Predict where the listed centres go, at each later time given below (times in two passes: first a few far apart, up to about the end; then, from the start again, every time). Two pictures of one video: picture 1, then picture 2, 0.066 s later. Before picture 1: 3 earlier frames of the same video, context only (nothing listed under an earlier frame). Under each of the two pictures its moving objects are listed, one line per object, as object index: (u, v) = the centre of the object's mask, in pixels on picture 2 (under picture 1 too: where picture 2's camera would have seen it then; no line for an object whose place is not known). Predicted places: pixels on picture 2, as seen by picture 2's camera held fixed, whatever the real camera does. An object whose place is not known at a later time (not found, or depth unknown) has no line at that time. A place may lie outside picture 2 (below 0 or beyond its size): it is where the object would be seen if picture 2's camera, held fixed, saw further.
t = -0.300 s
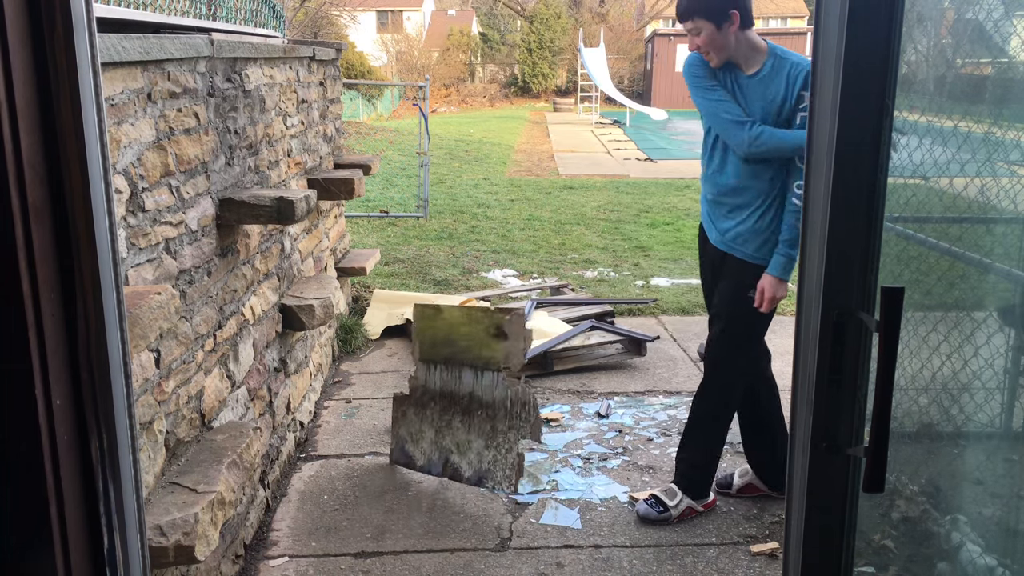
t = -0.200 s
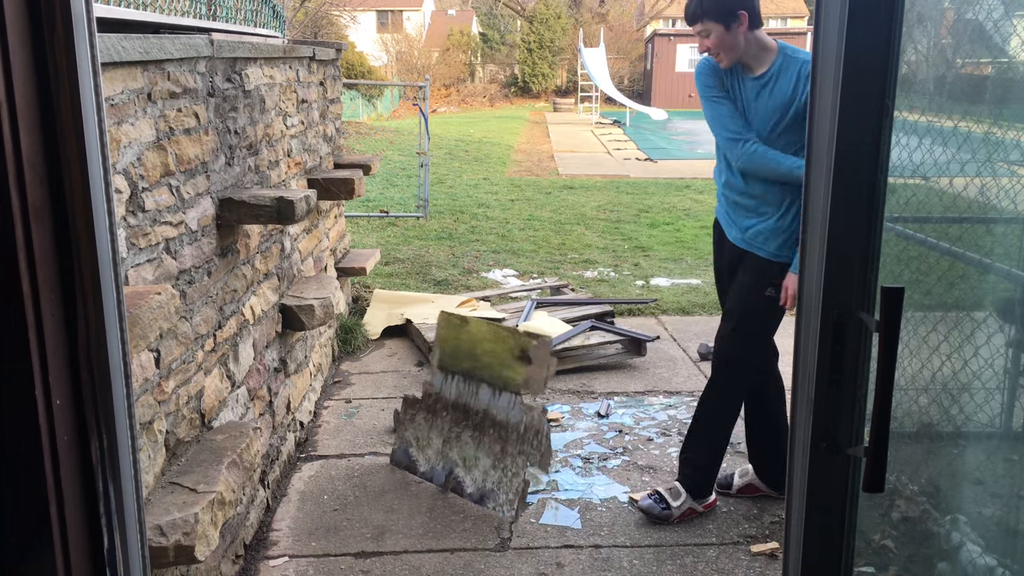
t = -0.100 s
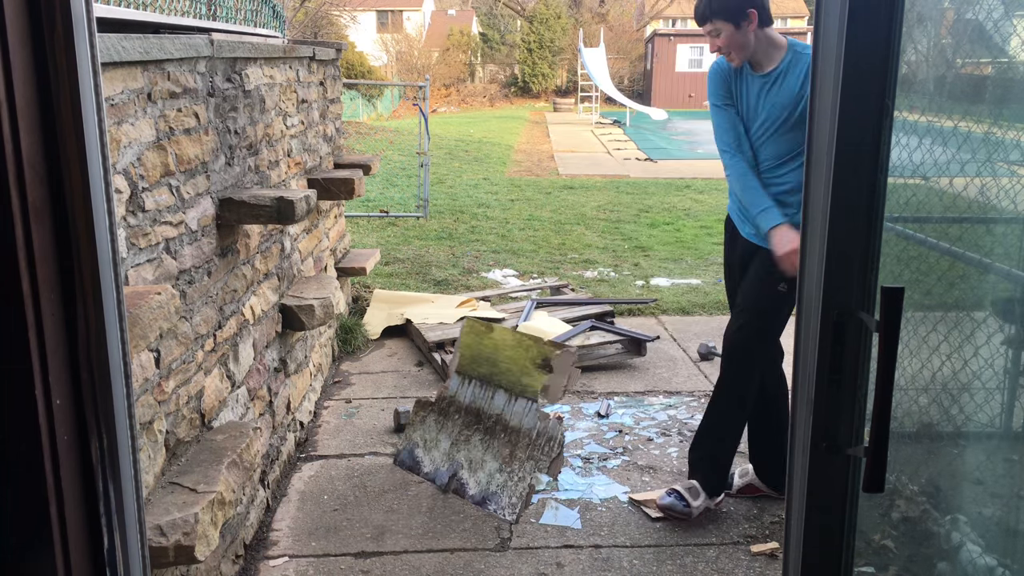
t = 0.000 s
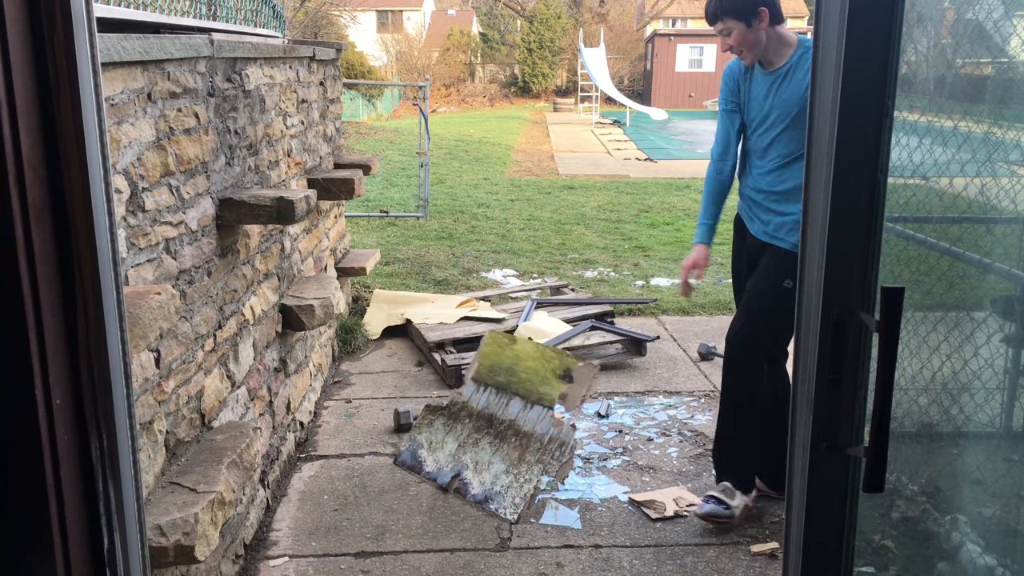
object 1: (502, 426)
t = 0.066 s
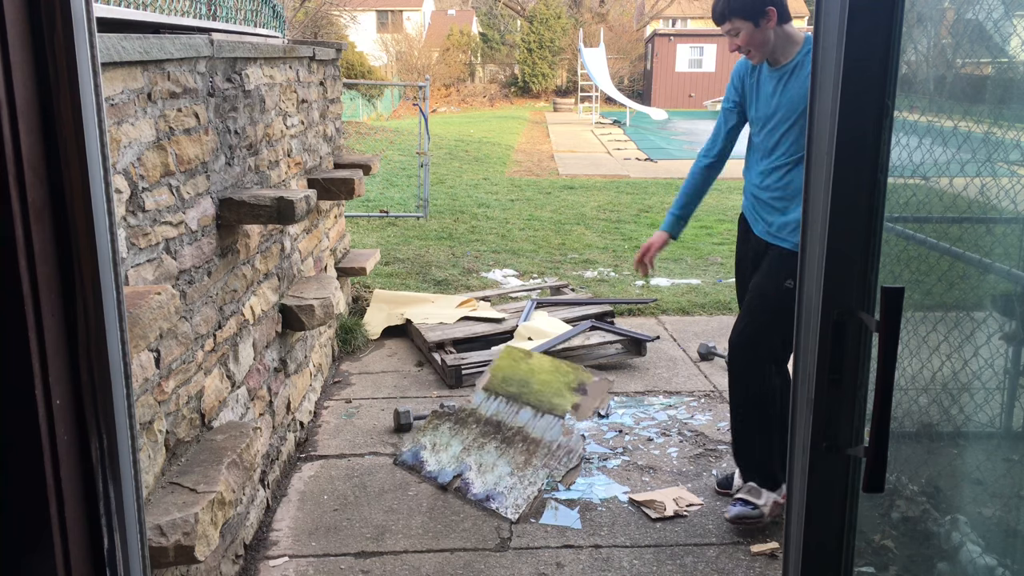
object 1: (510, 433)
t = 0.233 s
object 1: (526, 463)
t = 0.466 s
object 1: (529, 471)
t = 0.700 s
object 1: (528, 471)
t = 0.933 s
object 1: (529, 471)
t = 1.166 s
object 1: (529, 471)
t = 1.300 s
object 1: (529, 471)
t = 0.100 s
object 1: (512, 438)
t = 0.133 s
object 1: (517, 442)
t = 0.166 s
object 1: (520, 448)
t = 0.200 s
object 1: (523, 456)
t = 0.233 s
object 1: (526, 463)
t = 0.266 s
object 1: (530, 469)
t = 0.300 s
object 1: (529, 471)
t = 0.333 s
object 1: (529, 471)
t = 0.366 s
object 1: (529, 471)
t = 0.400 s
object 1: (529, 471)
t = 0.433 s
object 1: (529, 471)
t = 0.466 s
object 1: (529, 471)
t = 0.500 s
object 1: (529, 471)
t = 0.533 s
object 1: (528, 471)
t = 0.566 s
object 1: (529, 471)
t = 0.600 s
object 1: (529, 471)
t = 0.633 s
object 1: (529, 471)
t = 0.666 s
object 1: (529, 471)
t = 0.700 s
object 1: (528, 471)
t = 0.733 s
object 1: (528, 471)
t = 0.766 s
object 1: (528, 471)
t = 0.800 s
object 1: (529, 471)
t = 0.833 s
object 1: (529, 471)
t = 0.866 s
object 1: (529, 471)
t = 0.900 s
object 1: (529, 471)
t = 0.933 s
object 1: (529, 471)
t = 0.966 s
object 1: (529, 471)
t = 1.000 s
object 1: (528, 471)
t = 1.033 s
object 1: (529, 471)
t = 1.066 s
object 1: (529, 471)
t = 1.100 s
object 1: (529, 471)
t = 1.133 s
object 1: (529, 471)
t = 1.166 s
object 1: (529, 471)
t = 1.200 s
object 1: (529, 471)
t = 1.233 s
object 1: (529, 471)
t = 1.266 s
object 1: (529, 471)
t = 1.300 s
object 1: (529, 471)
